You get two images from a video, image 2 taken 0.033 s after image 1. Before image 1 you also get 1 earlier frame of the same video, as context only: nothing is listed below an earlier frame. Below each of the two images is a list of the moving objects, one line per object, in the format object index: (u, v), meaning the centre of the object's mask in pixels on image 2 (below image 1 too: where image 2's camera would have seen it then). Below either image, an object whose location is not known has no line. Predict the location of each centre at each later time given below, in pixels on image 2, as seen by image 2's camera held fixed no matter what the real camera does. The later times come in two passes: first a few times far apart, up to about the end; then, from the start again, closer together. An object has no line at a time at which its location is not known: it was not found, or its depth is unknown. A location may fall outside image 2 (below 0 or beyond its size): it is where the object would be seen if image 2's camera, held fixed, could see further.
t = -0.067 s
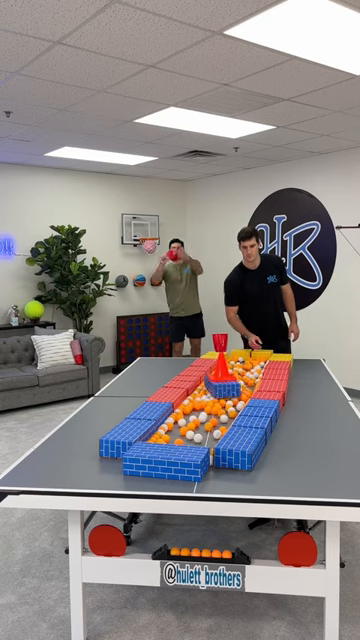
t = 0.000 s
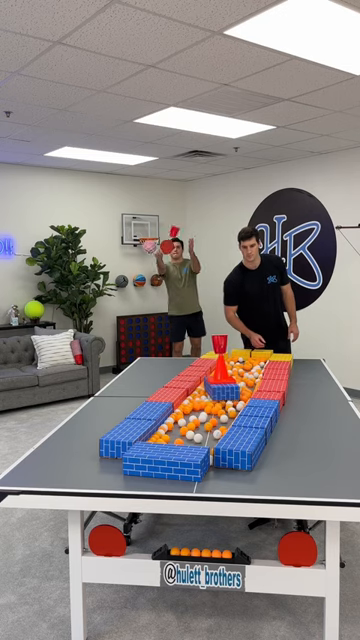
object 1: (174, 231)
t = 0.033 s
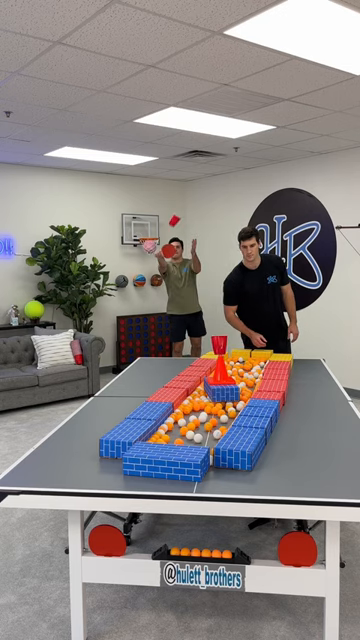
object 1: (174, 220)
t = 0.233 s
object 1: (175, 171)
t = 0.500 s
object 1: (188, 182)
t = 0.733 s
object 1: (198, 298)
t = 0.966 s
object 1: (196, 325)
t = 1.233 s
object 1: (176, 341)
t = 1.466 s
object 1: (153, 447)
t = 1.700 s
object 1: (145, 427)
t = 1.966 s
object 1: (139, 539)
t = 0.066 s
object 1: (174, 210)
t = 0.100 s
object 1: (175, 201)
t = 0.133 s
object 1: (175, 192)
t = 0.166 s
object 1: (175, 184)
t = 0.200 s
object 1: (175, 177)
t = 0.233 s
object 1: (175, 171)
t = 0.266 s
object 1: (175, 167)
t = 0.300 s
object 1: (176, 164)
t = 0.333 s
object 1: (178, 163)
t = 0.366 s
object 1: (179, 163)
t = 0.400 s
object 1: (182, 165)
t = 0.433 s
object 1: (183, 169)
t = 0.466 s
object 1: (185, 174)
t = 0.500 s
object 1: (188, 182)
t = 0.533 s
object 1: (189, 192)
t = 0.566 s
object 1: (191, 204)
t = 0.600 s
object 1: (192, 218)
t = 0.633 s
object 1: (191, 234)
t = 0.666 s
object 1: (193, 253)
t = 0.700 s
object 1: (195, 275)
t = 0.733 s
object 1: (198, 298)
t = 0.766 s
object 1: (201, 326)
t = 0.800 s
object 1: (203, 336)
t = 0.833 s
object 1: (200, 332)
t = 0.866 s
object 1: (198, 328)
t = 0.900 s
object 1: (195, 323)
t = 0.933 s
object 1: (195, 322)
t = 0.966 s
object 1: (196, 325)
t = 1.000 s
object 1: (192, 330)
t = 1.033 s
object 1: (188, 337)
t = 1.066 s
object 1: (187, 342)
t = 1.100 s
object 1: (186, 337)
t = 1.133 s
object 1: (184, 334)
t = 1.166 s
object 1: (181, 334)
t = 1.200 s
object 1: (179, 337)
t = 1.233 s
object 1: (176, 341)
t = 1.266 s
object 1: (173, 348)
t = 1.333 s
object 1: (166, 371)
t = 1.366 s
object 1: (161, 387)
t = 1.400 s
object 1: (158, 404)
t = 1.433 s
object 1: (155, 423)
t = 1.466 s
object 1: (153, 447)
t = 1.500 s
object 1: (152, 468)
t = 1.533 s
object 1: (150, 453)
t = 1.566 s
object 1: (149, 442)
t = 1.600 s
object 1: (148, 434)
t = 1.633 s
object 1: (147, 428)
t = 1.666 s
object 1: (146, 426)
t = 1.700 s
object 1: (145, 427)
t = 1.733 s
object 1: (144, 430)
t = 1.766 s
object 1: (143, 436)
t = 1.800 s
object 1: (142, 446)
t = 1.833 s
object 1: (142, 459)
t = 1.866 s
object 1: (141, 474)
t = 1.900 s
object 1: (141, 492)
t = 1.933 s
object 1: (140, 515)
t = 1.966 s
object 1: (139, 539)
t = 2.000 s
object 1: (139, 565)
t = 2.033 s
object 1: (138, 596)
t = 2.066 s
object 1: (138, 625)
